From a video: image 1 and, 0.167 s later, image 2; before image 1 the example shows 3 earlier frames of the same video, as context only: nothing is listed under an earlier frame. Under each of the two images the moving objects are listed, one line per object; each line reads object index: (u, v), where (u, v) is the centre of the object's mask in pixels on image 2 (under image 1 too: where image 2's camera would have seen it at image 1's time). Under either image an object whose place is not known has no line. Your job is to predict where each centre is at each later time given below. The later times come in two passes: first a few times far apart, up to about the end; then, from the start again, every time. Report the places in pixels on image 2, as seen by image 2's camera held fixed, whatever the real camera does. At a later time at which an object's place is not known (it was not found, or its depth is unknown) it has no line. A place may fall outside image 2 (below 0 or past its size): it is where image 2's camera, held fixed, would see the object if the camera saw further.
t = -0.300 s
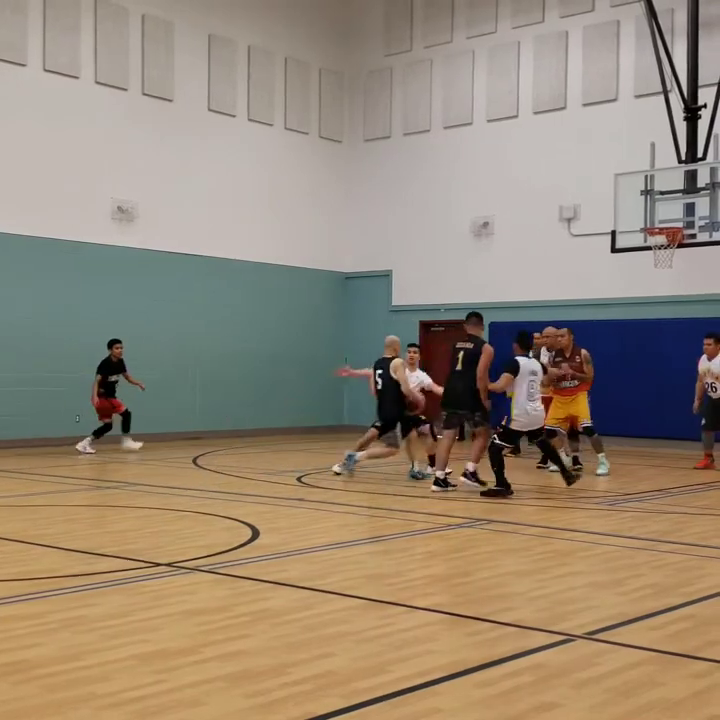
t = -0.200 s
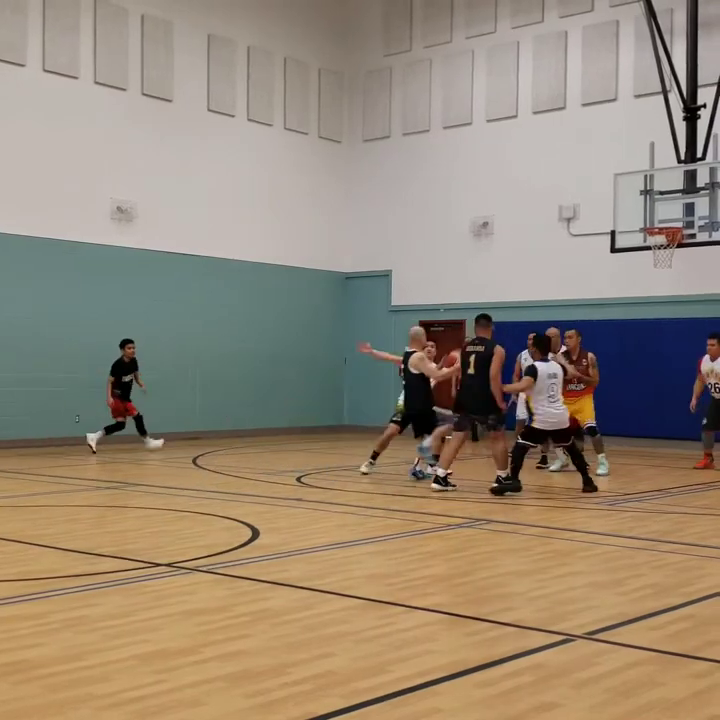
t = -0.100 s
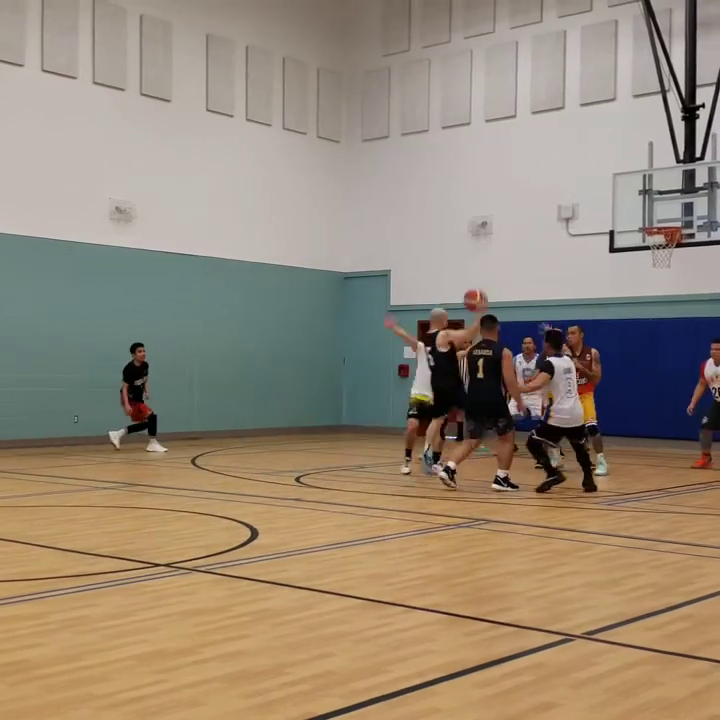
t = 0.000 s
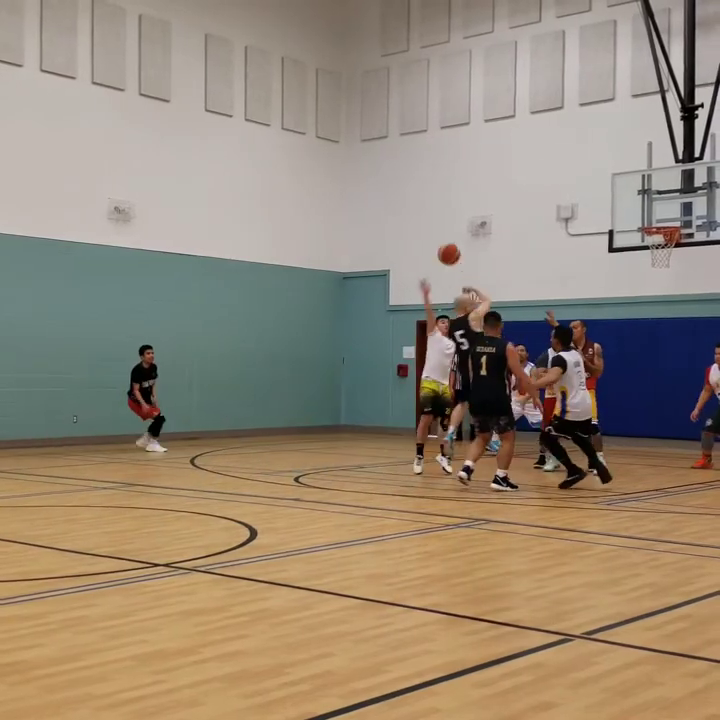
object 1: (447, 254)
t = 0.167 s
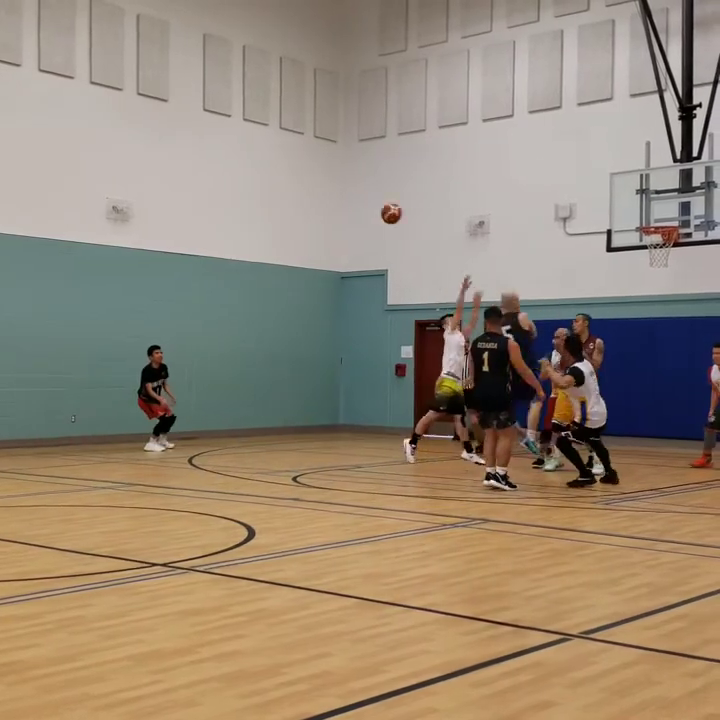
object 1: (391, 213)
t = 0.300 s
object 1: (351, 201)
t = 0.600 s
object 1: (277, 222)
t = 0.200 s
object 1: (380, 209)
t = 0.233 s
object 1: (371, 205)
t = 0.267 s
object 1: (361, 203)
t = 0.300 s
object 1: (351, 201)
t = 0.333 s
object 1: (342, 200)
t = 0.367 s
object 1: (334, 200)
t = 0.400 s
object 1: (325, 201)
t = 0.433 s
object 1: (316, 203)
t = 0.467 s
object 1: (308, 205)
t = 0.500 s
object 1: (300, 208)
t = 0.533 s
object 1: (293, 212)
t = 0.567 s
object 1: (284, 217)
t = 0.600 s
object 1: (277, 222)
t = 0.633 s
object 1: (270, 228)
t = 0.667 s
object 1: (262, 235)
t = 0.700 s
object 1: (256, 242)
